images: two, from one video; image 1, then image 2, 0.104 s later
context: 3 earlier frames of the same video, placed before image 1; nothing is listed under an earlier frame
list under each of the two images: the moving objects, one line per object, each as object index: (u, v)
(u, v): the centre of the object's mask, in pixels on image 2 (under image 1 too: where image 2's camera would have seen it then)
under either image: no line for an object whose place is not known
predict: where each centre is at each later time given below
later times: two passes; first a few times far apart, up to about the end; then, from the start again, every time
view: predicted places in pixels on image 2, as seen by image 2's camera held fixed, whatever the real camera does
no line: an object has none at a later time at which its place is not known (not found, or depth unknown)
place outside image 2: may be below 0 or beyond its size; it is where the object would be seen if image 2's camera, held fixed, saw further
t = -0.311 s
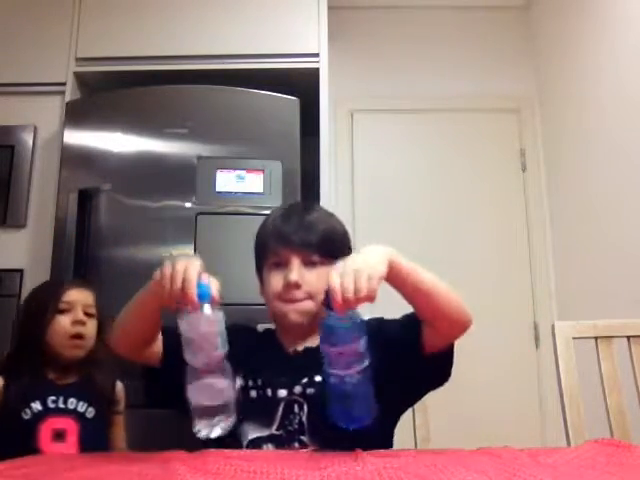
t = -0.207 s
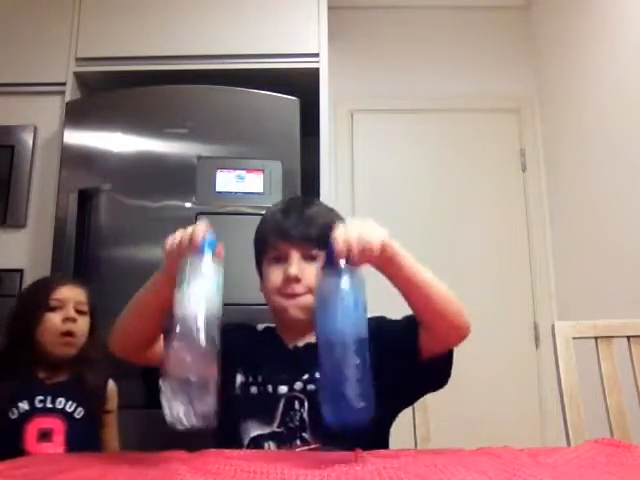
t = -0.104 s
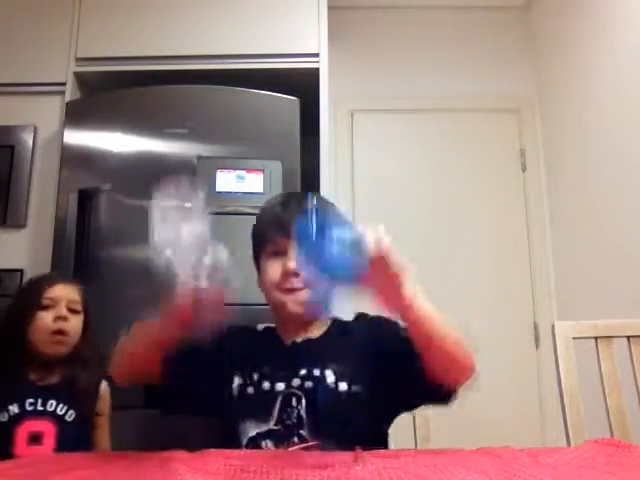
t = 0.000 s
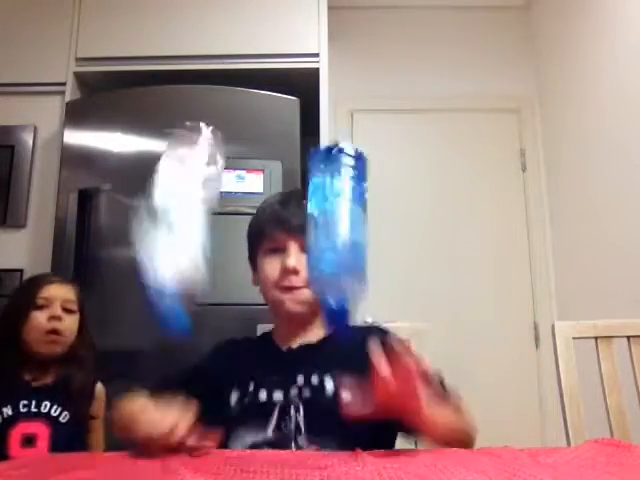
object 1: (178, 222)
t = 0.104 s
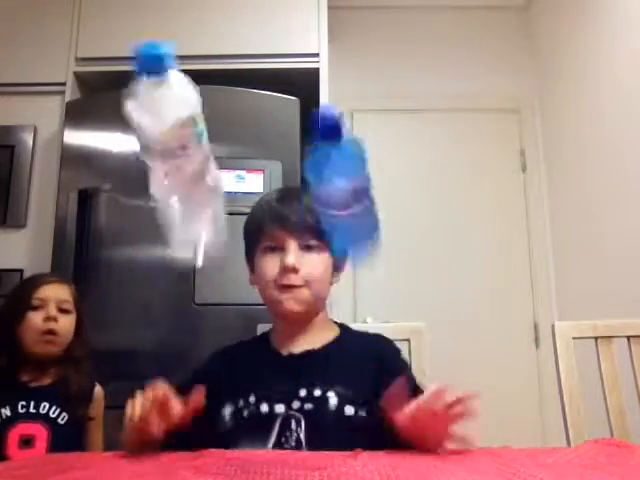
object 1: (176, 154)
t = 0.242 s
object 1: (181, 353)
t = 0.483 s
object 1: (187, 363)
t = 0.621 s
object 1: (187, 363)
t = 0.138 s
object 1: (180, 184)
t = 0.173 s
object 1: (182, 231)
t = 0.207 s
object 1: (182, 283)
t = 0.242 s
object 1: (181, 353)
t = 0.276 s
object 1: (183, 363)
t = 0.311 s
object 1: (181, 363)
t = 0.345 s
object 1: (184, 363)
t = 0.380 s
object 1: (186, 363)
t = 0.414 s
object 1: (187, 363)
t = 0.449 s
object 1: (187, 363)
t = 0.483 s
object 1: (187, 363)
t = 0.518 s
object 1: (187, 363)
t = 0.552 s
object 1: (187, 363)
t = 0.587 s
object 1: (187, 363)
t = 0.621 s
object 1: (187, 363)
